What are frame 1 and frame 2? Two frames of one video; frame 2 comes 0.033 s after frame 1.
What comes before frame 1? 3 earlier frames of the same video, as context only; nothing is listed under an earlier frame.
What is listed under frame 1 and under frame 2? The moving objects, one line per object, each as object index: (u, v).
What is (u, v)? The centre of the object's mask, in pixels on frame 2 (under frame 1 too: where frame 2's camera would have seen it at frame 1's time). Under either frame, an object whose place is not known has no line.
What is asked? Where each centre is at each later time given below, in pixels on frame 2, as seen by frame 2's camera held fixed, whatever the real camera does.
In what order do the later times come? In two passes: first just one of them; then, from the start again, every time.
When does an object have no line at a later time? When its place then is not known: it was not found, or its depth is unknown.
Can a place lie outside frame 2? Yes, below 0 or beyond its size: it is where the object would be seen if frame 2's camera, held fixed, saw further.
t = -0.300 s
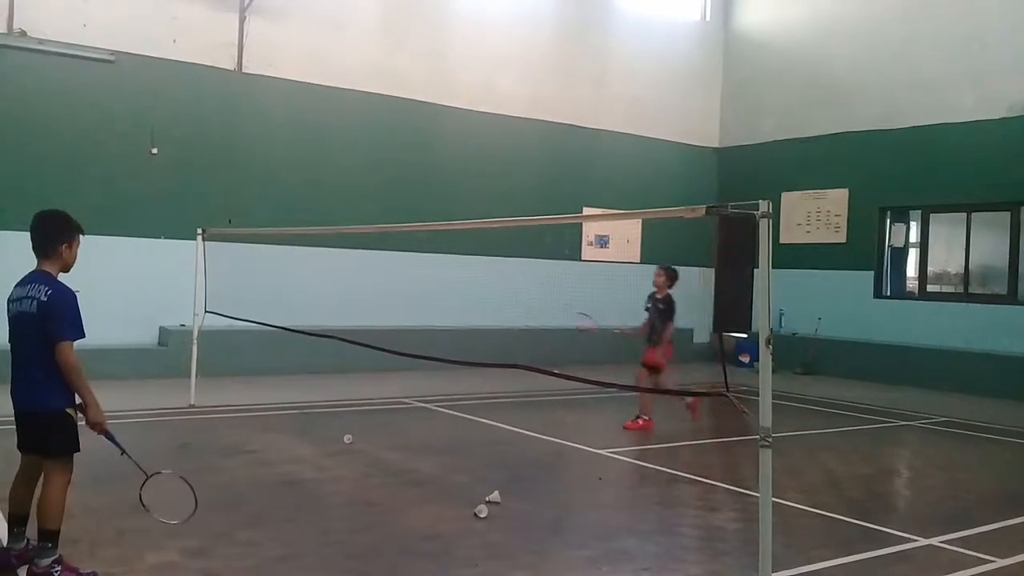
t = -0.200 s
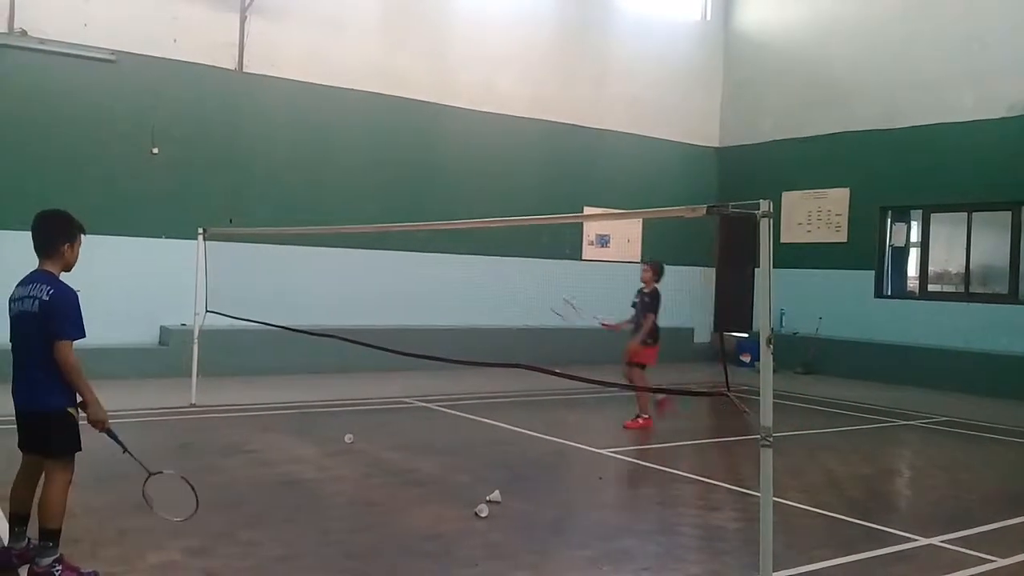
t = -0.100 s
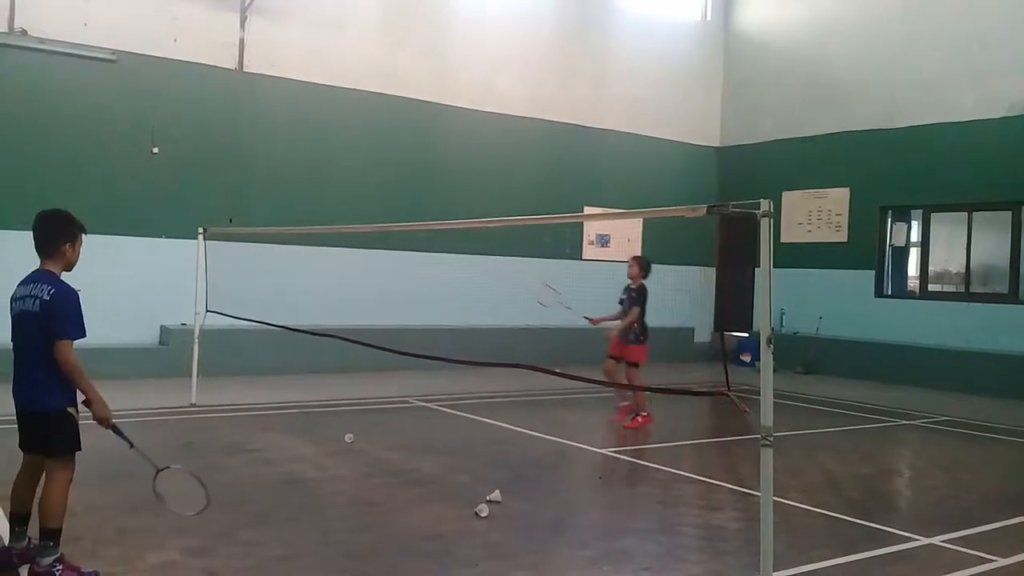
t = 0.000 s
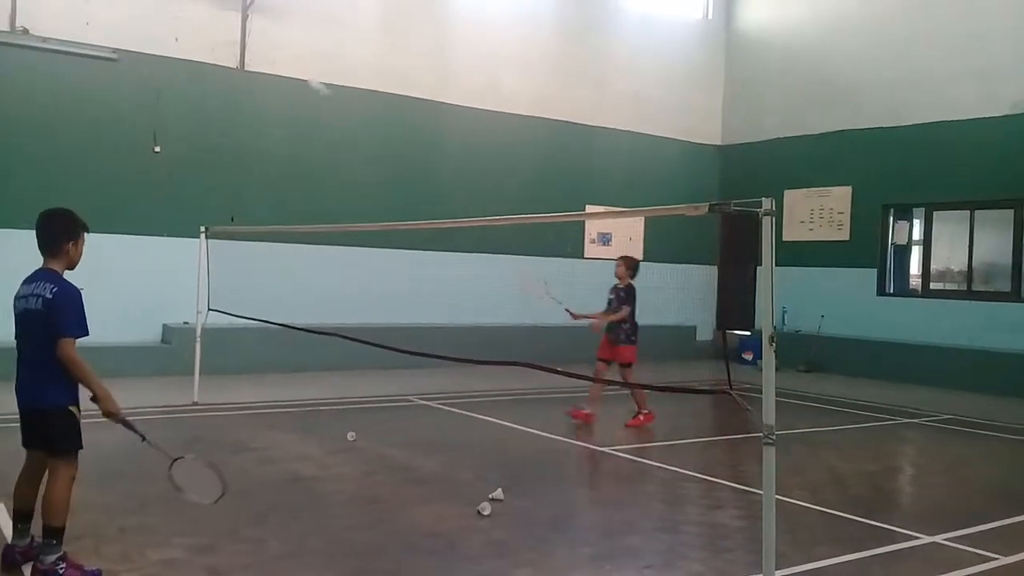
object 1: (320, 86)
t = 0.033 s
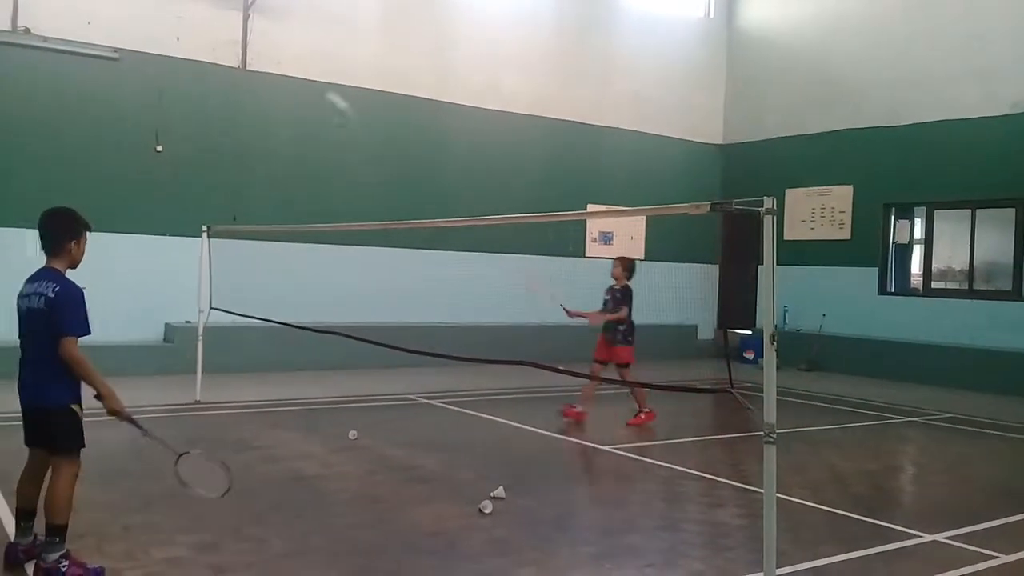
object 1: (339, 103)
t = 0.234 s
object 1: (425, 202)
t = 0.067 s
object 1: (356, 118)
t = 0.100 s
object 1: (372, 133)
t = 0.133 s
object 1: (386, 151)
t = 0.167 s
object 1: (400, 167)
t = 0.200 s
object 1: (413, 185)
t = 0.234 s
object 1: (425, 202)
